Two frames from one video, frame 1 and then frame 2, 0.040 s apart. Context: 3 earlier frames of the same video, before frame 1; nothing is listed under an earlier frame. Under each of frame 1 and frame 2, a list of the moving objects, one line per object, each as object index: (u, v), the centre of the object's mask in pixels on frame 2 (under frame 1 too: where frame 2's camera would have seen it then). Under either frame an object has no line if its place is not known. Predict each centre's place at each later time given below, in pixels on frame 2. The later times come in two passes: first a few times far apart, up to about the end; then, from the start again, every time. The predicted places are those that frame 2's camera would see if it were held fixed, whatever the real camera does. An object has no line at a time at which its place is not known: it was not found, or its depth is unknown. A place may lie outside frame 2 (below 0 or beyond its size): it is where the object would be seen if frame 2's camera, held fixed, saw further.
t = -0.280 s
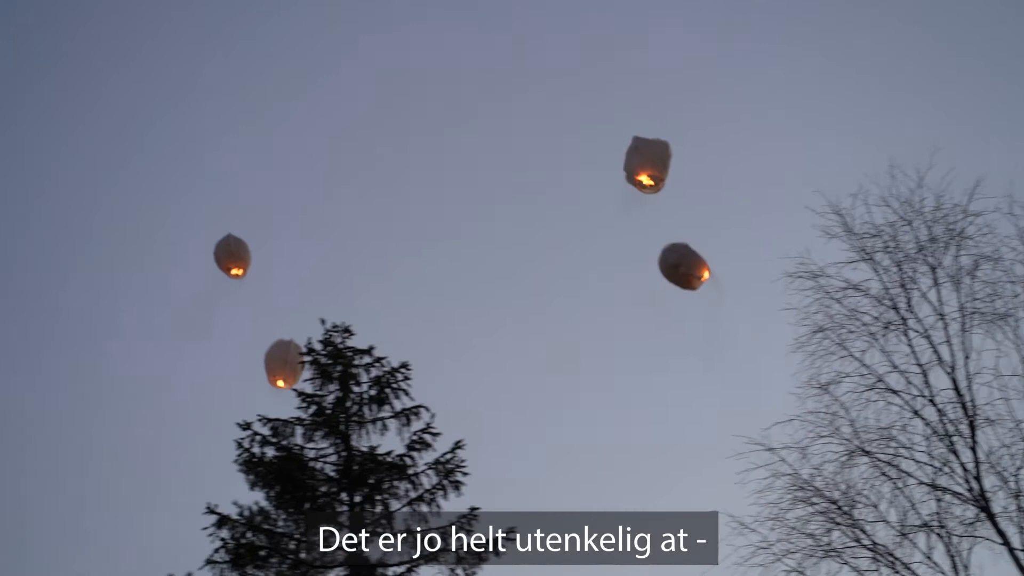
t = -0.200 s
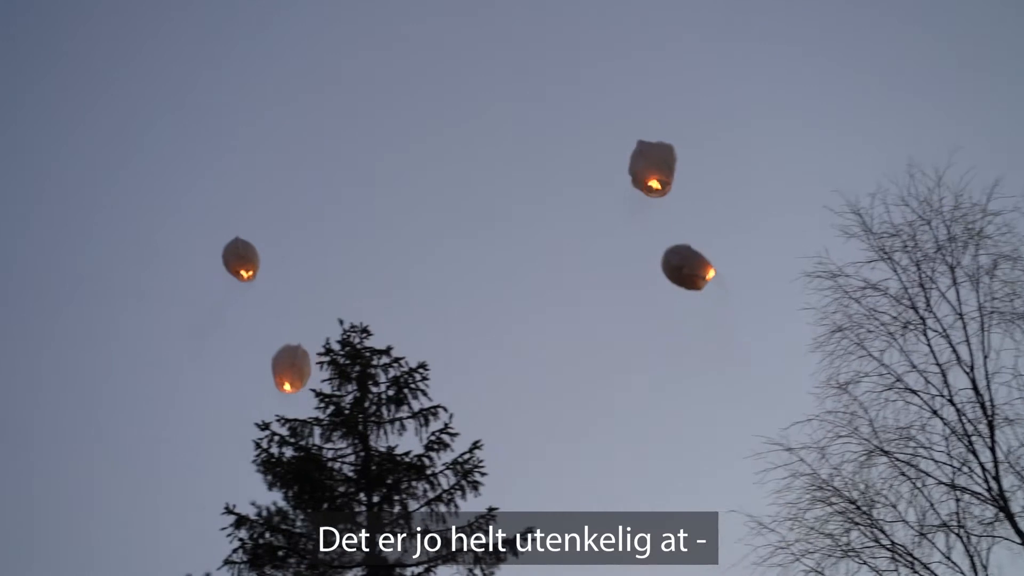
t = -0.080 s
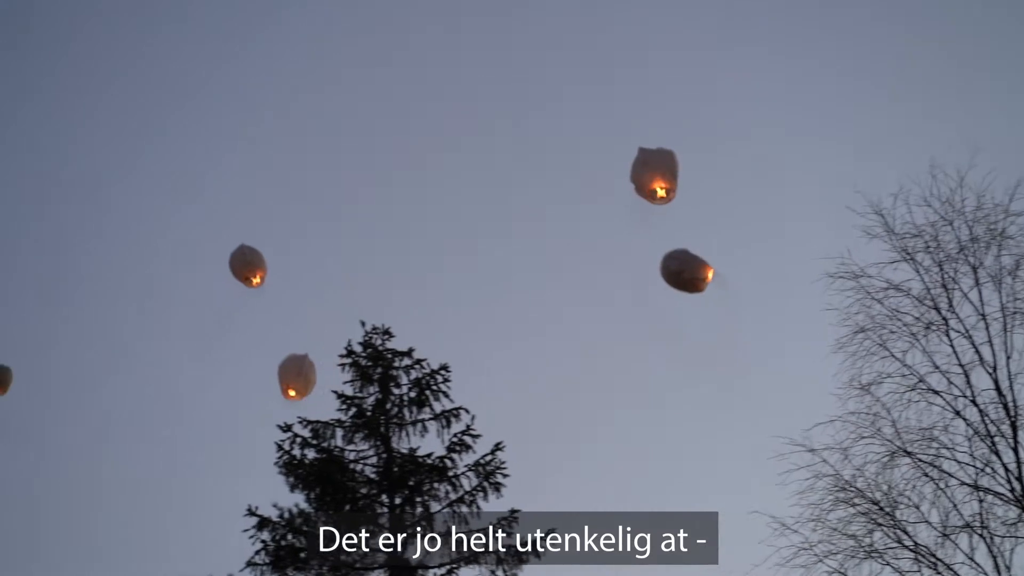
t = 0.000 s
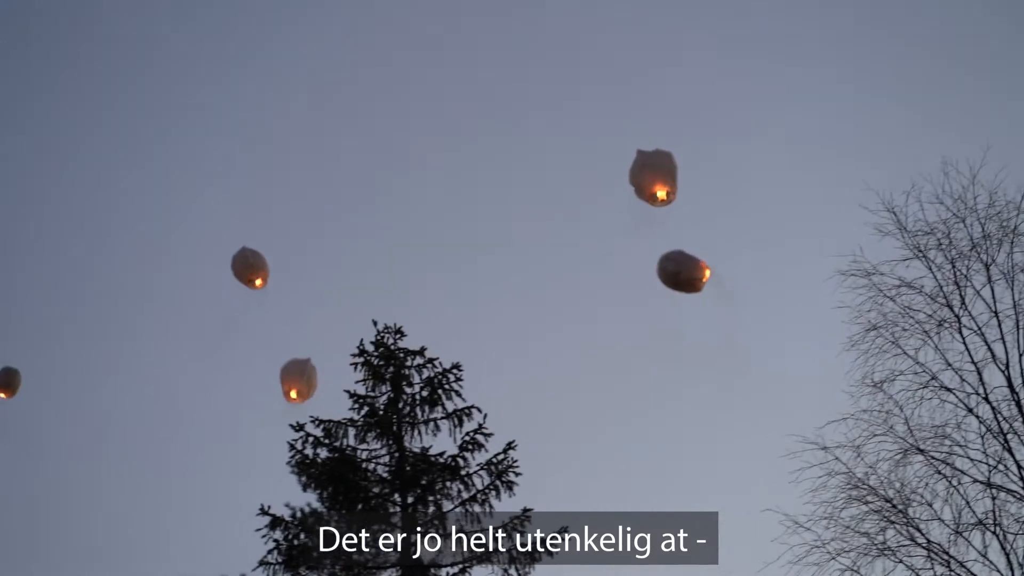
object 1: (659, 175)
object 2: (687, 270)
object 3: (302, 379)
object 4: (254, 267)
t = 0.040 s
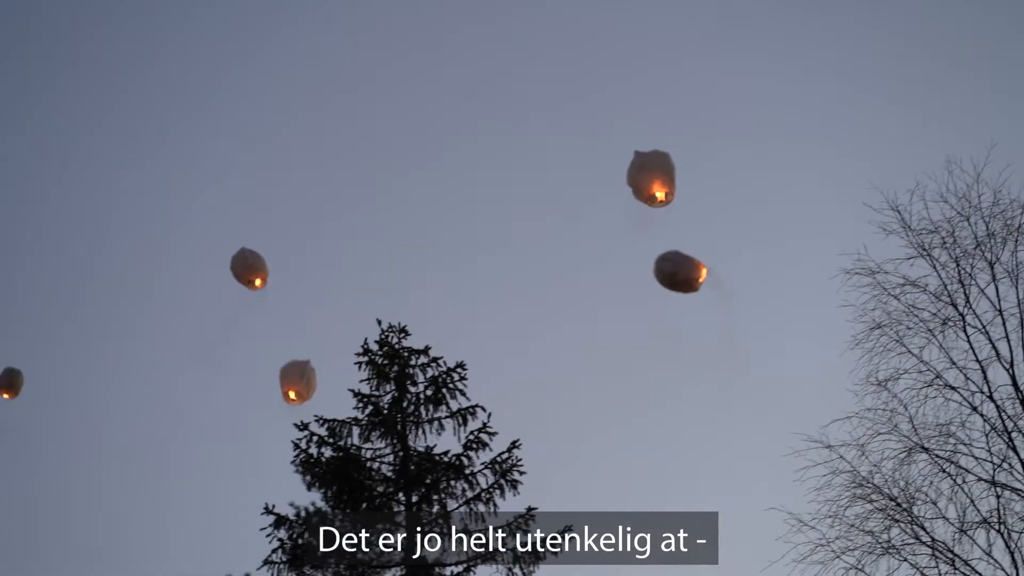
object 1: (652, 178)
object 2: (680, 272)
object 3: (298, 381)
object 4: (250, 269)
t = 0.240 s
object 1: (620, 191)
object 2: (641, 282)
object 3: (274, 392)
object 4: (226, 276)
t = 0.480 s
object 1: (581, 204)
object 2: (597, 294)
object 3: (247, 403)
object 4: (196, 283)
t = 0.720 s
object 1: (542, 216)
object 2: (555, 307)
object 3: (220, 415)
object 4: (163, 290)
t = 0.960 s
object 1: (503, 229)
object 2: (515, 321)
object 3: (194, 426)
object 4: (130, 297)
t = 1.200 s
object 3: (175, 437)
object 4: (102, 305)
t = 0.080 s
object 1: (646, 180)
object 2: (672, 274)
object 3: (293, 384)
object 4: (245, 270)
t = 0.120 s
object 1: (639, 182)
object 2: (665, 275)
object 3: (288, 385)
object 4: (240, 271)
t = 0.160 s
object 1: (633, 185)
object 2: (657, 277)
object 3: (283, 388)
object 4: (235, 273)
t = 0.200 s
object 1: (627, 188)
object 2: (649, 280)
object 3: (279, 390)
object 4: (231, 274)
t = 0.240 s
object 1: (620, 191)
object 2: (641, 282)
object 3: (274, 392)
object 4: (226, 276)
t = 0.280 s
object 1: (614, 193)
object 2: (634, 284)
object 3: (270, 394)
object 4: (222, 277)
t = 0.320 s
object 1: (607, 195)
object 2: (626, 286)
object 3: (265, 396)
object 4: (217, 279)
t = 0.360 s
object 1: (600, 197)
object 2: (619, 288)
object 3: (260, 398)
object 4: (211, 280)
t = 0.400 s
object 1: (594, 200)
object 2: (612, 290)
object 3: (256, 400)
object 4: (206, 281)
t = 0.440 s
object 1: (587, 202)
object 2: (604, 292)
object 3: (251, 402)
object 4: (201, 282)
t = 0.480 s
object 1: (581, 204)
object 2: (597, 294)
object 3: (247, 403)
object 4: (196, 283)
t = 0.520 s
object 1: (574, 206)
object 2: (590, 296)
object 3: (242, 405)
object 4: (191, 284)
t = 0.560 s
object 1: (568, 208)
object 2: (583, 298)
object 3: (238, 407)
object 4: (185, 286)
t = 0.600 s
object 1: (562, 211)
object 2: (576, 300)
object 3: (233, 409)
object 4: (180, 287)
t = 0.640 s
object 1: (555, 213)
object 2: (569, 302)
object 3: (229, 411)
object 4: (174, 288)
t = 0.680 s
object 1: (549, 214)
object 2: (562, 304)
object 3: (224, 413)
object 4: (168, 289)
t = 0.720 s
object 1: (542, 216)
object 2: (555, 307)
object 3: (220, 415)
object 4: (163, 290)
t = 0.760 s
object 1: (536, 219)
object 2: (548, 309)
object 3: (215, 417)
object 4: (157, 291)
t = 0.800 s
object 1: (529, 221)
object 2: (541, 311)
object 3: (211, 419)
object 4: (152, 293)
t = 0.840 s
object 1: (523, 223)
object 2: (535, 313)
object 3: (206, 420)
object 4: (146, 293)
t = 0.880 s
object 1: (516, 225)
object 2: (528, 316)
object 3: (202, 422)
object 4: (141, 295)
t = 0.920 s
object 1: (510, 227)
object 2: (522, 318)
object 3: (198, 424)
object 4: (136, 296)
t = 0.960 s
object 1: (503, 229)
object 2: (515, 321)
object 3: (194, 426)
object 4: (130, 297)
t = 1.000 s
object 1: (497, 231)
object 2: (509, 323)
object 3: (190, 428)
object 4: (125, 299)
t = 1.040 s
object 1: (490, 234)
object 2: (502, 325)
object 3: (186, 430)
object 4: (120, 300)
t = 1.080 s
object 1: (483, 236)
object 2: (495, 328)
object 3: (183, 431)
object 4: (115, 301)
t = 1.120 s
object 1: (477, 238)
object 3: (179, 434)
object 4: (110, 303)
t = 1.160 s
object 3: (177, 436)
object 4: (107, 304)
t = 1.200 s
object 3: (175, 437)
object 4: (102, 305)
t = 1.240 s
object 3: (173, 439)
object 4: (103, 307)
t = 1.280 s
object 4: (101, 309)
